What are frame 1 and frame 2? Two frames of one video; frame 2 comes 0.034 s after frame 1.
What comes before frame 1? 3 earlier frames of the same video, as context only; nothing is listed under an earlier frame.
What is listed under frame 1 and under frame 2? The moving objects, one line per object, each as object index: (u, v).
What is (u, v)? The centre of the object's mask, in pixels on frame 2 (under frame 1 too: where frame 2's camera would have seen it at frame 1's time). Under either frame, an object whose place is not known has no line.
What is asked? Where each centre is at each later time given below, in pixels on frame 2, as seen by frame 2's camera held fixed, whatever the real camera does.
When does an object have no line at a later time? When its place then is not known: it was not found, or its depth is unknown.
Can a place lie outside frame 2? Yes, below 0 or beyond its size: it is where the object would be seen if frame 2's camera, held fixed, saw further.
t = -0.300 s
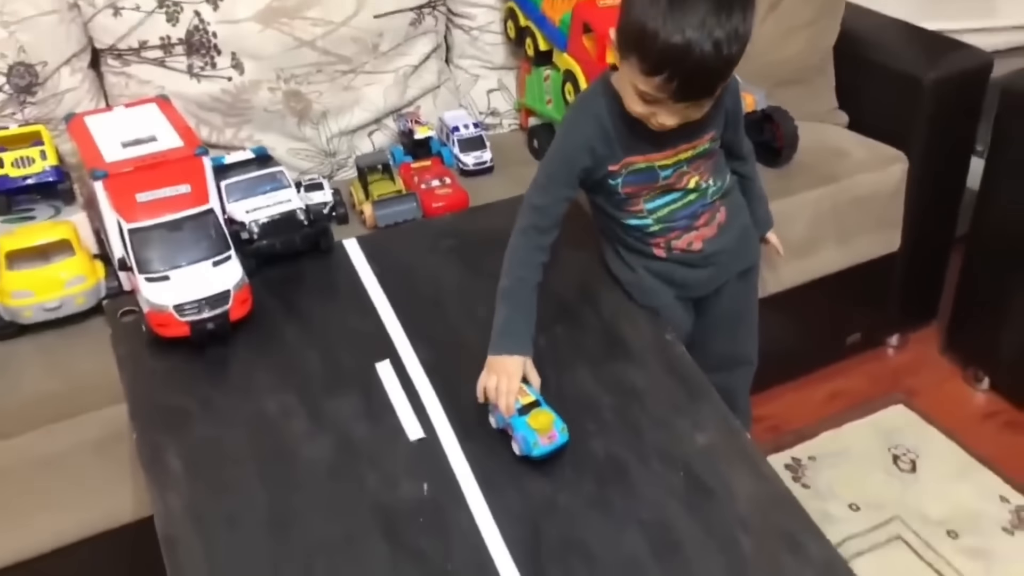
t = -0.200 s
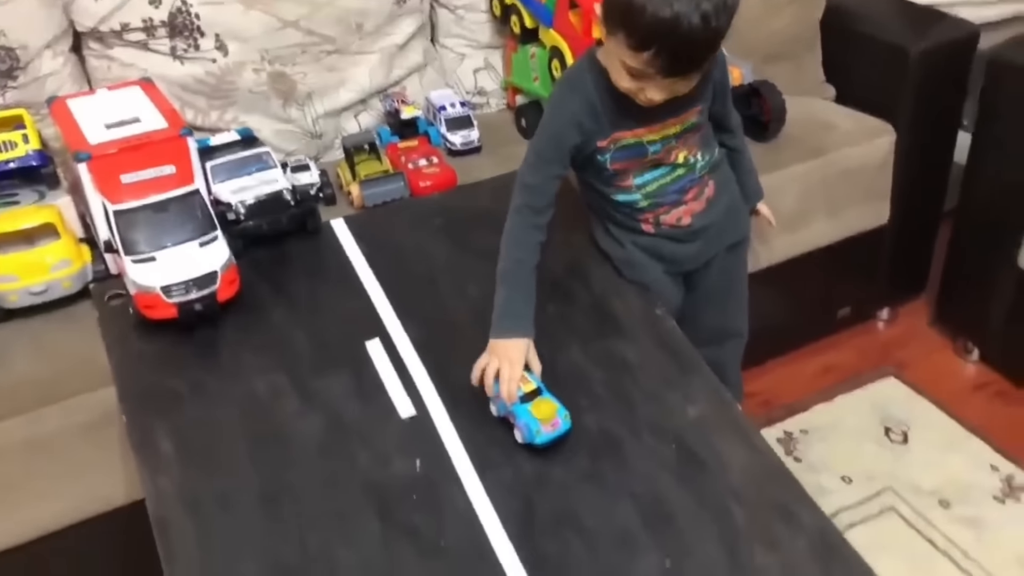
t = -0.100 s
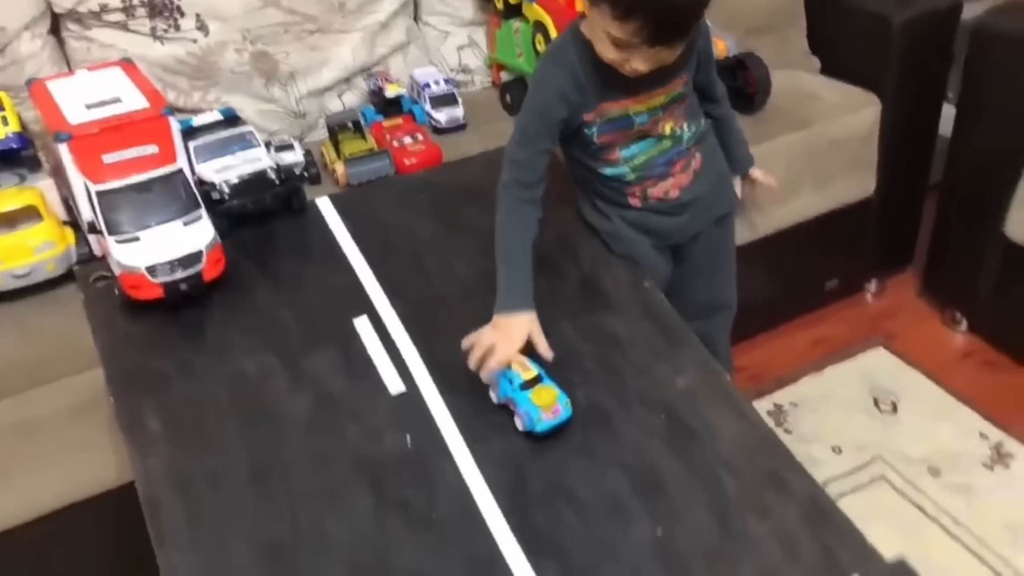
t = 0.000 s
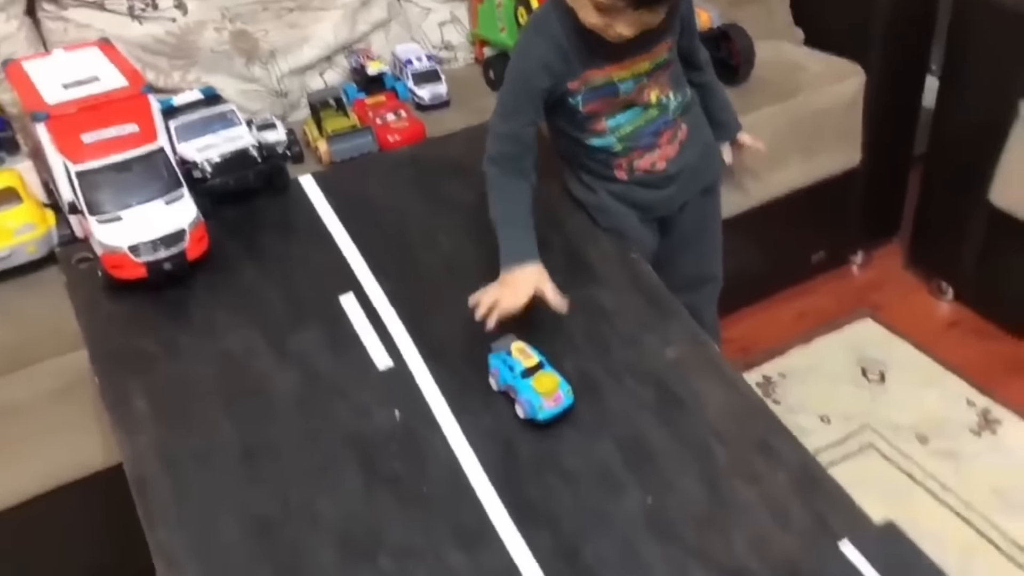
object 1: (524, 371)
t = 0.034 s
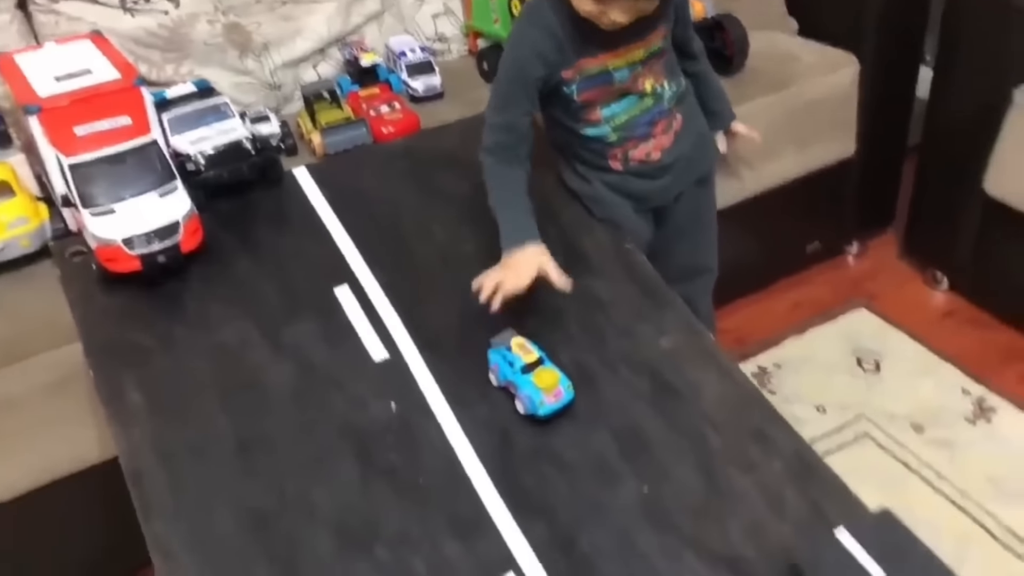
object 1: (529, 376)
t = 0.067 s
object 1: (533, 381)
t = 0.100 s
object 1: (538, 386)
